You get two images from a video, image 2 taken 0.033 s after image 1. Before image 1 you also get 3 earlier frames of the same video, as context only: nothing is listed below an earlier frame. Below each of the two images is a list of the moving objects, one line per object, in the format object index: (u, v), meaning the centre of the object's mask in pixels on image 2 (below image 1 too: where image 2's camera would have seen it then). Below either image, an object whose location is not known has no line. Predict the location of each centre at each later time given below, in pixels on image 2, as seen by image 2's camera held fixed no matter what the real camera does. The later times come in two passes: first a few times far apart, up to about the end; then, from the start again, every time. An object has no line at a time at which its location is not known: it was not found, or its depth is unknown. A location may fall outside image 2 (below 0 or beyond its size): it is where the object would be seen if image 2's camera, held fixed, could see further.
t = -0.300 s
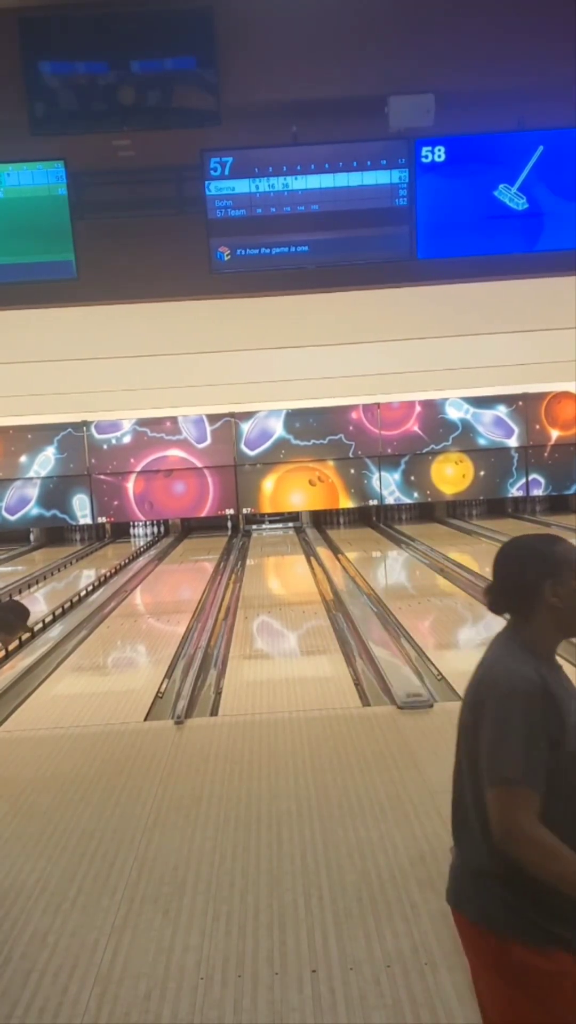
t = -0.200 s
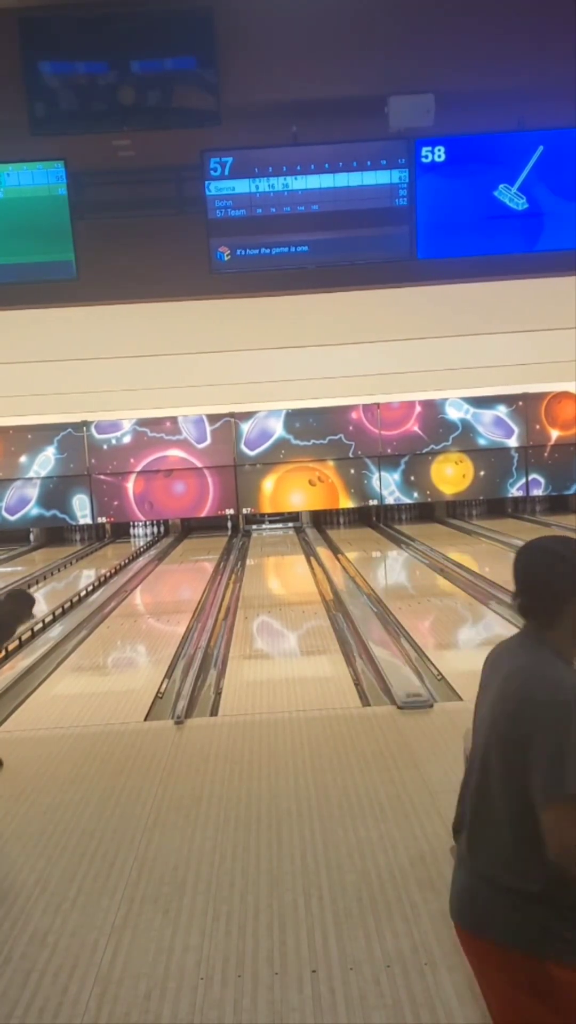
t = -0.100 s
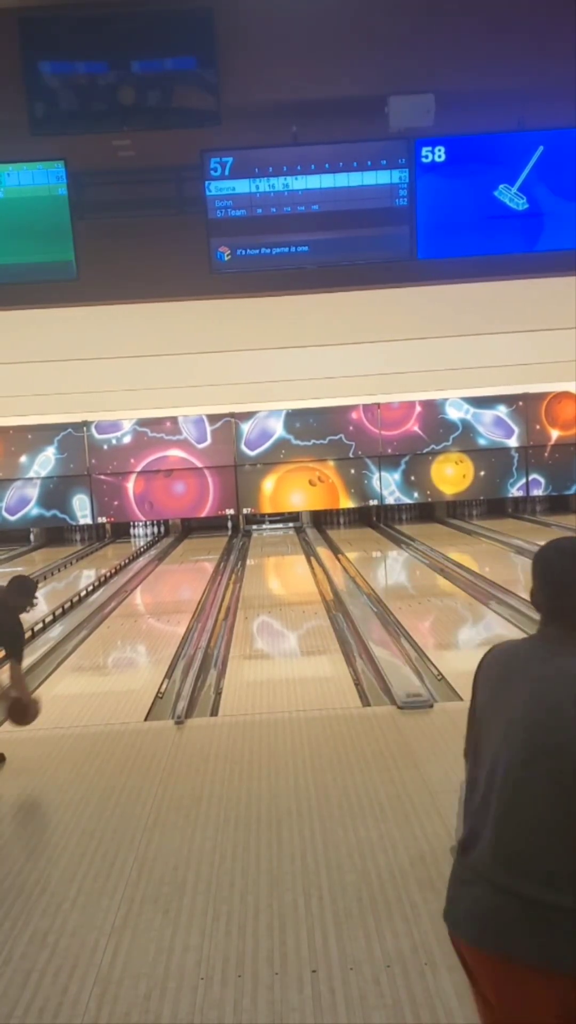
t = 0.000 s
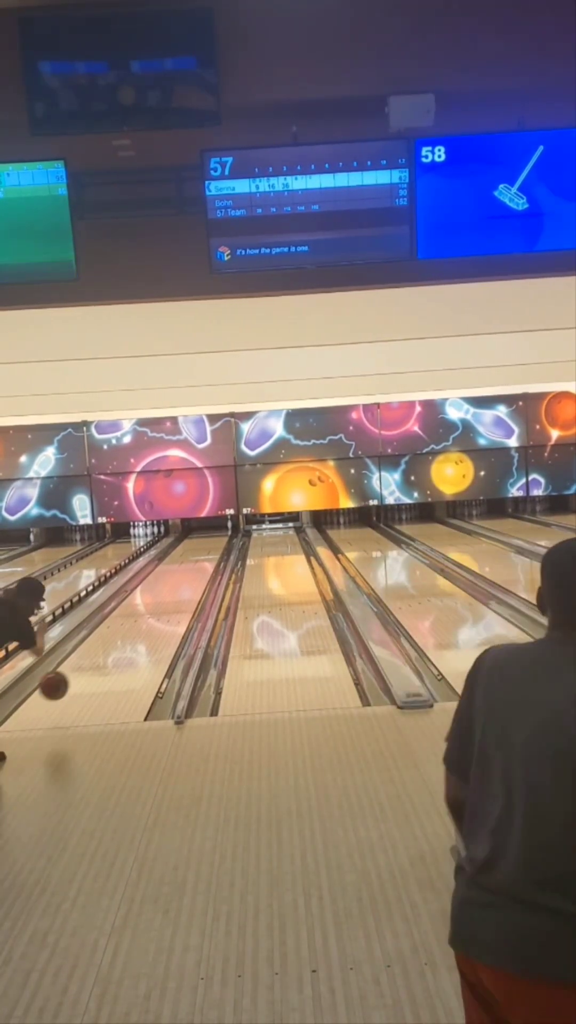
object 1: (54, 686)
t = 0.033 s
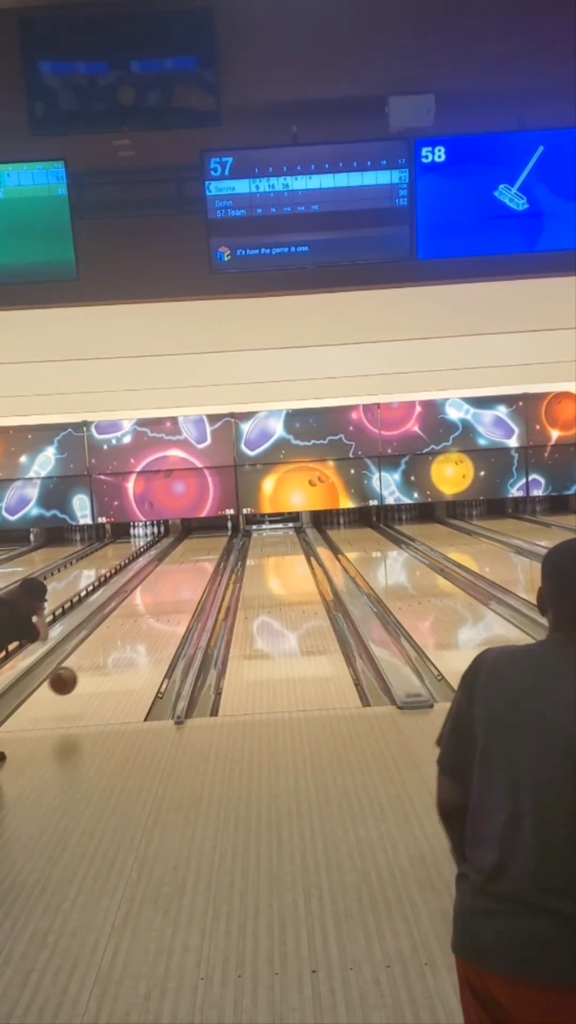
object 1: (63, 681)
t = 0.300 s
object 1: (117, 647)
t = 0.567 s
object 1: (150, 612)
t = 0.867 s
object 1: (173, 587)
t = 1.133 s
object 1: (189, 570)
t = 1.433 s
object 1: (201, 556)
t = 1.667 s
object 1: (209, 547)
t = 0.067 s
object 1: (71, 677)
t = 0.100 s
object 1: (80, 676)
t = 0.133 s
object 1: (87, 676)
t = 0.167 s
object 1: (94, 671)
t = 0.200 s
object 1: (100, 664)
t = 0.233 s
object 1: (106, 659)
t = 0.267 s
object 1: (112, 653)
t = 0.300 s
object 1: (117, 647)
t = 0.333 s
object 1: (122, 642)
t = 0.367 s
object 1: (127, 637)
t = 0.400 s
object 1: (131, 632)
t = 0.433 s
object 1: (135, 628)
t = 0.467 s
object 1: (139, 624)
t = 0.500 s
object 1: (143, 619)
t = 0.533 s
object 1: (146, 616)
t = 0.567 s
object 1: (150, 612)
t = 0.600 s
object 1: (153, 609)
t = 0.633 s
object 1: (156, 605)
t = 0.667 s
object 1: (159, 602)
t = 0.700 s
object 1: (161, 601)
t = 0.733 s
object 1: (163, 598)
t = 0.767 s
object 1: (166, 595)
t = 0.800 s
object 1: (168, 592)
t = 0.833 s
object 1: (171, 590)
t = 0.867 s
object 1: (173, 587)
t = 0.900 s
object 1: (175, 584)
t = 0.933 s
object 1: (178, 582)
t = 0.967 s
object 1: (180, 580)
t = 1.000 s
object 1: (182, 578)
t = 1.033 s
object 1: (184, 576)
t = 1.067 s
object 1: (186, 574)
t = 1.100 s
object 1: (187, 572)
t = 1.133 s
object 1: (189, 570)
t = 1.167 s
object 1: (191, 568)
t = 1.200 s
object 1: (192, 566)
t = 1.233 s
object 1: (194, 565)
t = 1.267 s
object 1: (196, 562)
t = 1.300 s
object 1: (196, 561)
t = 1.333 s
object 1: (198, 560)
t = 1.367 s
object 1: (199, 559)
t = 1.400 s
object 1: (200, 557)
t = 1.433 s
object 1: (201, 556)
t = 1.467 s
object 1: (203, 554)
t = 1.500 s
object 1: (203, 553)
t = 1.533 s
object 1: (205, 552)
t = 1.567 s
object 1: (206, 551)
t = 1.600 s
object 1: (208, 549)
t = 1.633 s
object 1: (208, 548)
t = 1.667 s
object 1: (209, 547)
